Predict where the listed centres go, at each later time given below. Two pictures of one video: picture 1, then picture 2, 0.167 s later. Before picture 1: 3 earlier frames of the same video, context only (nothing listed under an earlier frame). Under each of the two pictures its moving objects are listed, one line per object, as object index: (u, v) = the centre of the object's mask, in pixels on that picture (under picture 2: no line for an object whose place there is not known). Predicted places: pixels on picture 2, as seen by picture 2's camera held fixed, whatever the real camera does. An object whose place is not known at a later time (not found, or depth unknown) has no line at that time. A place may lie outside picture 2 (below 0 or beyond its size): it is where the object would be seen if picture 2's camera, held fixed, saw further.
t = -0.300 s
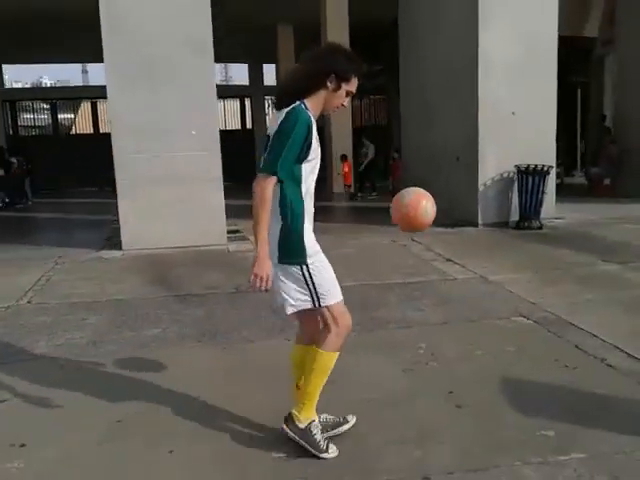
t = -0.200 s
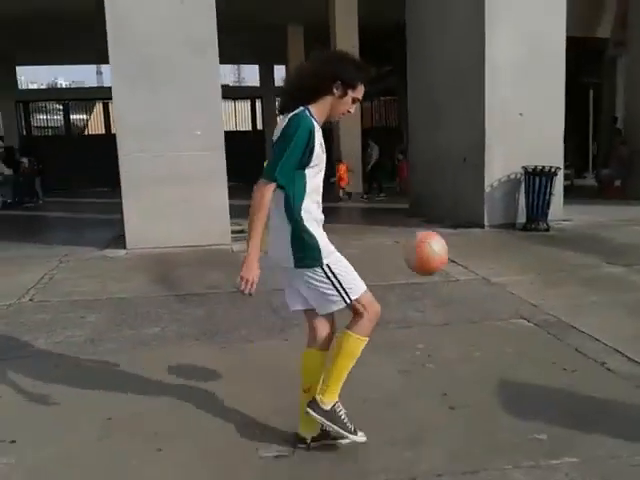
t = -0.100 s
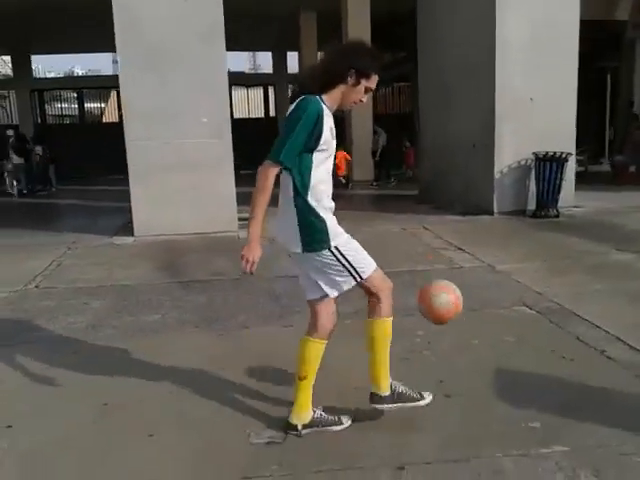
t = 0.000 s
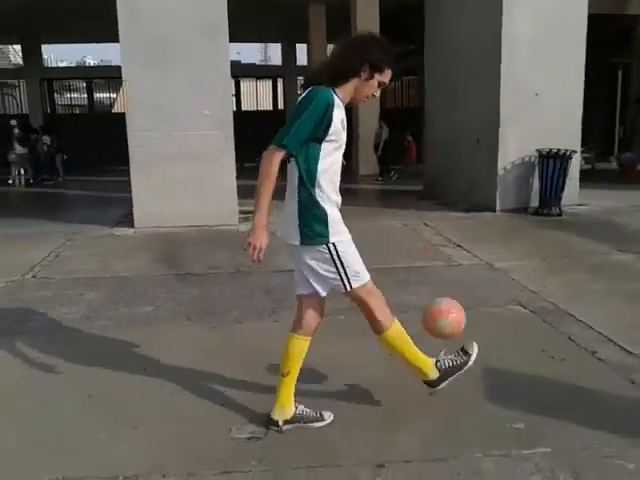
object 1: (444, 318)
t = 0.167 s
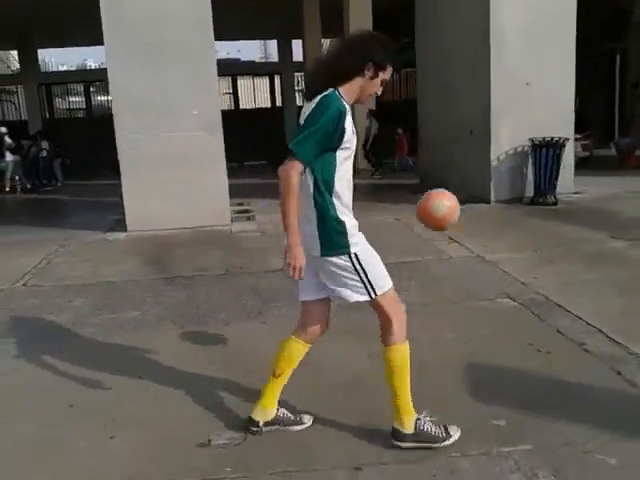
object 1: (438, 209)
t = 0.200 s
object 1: (443, 193)
